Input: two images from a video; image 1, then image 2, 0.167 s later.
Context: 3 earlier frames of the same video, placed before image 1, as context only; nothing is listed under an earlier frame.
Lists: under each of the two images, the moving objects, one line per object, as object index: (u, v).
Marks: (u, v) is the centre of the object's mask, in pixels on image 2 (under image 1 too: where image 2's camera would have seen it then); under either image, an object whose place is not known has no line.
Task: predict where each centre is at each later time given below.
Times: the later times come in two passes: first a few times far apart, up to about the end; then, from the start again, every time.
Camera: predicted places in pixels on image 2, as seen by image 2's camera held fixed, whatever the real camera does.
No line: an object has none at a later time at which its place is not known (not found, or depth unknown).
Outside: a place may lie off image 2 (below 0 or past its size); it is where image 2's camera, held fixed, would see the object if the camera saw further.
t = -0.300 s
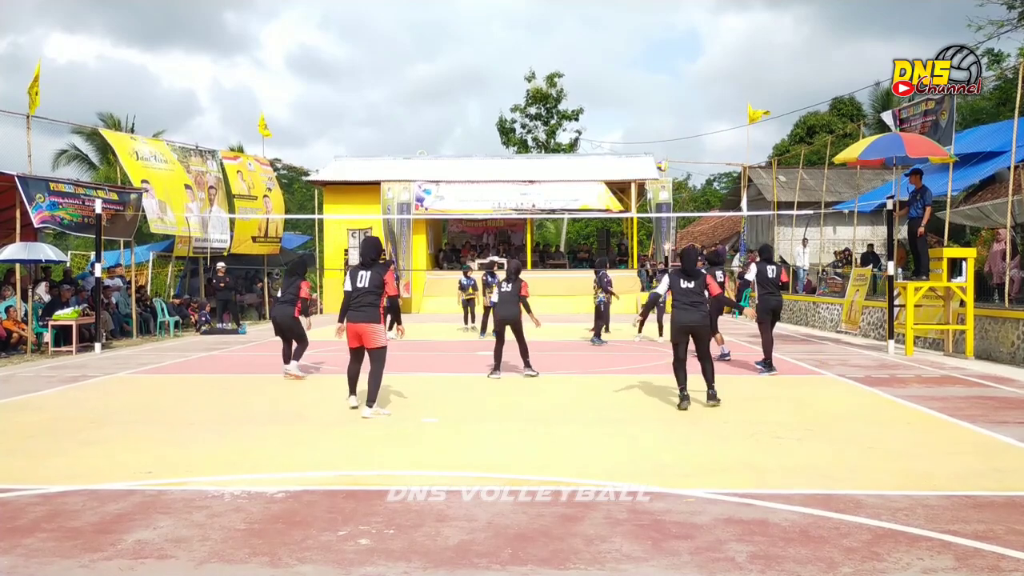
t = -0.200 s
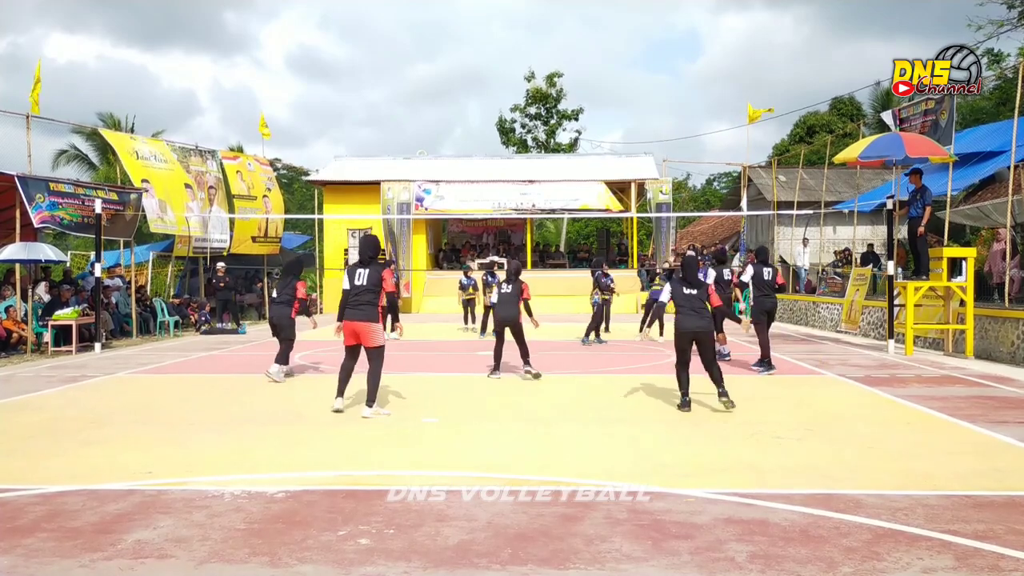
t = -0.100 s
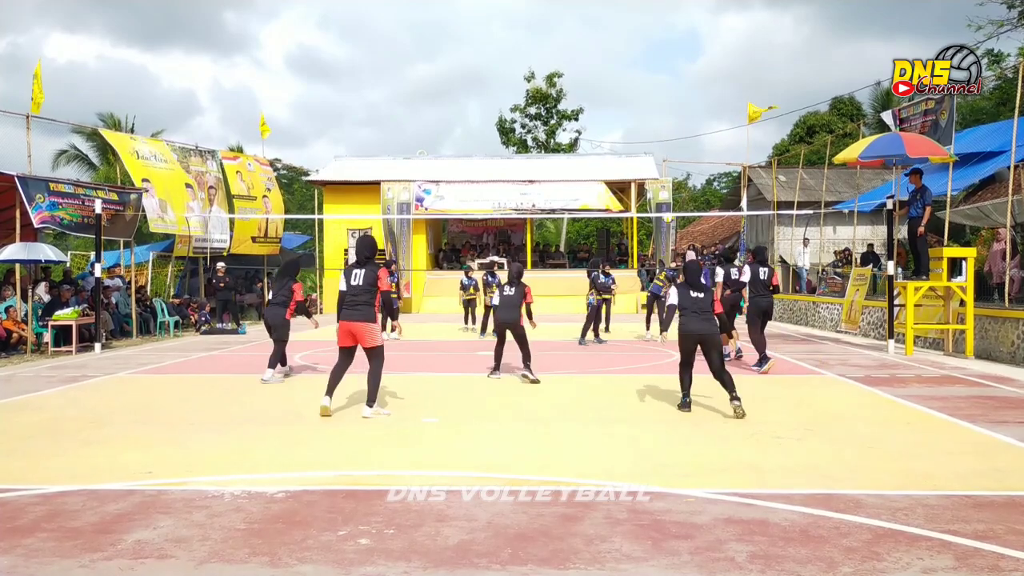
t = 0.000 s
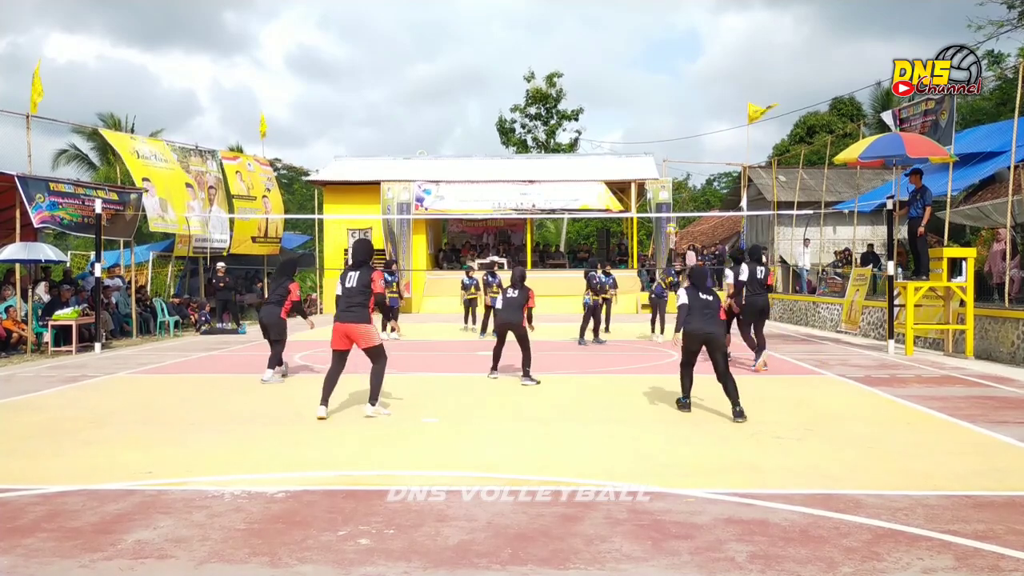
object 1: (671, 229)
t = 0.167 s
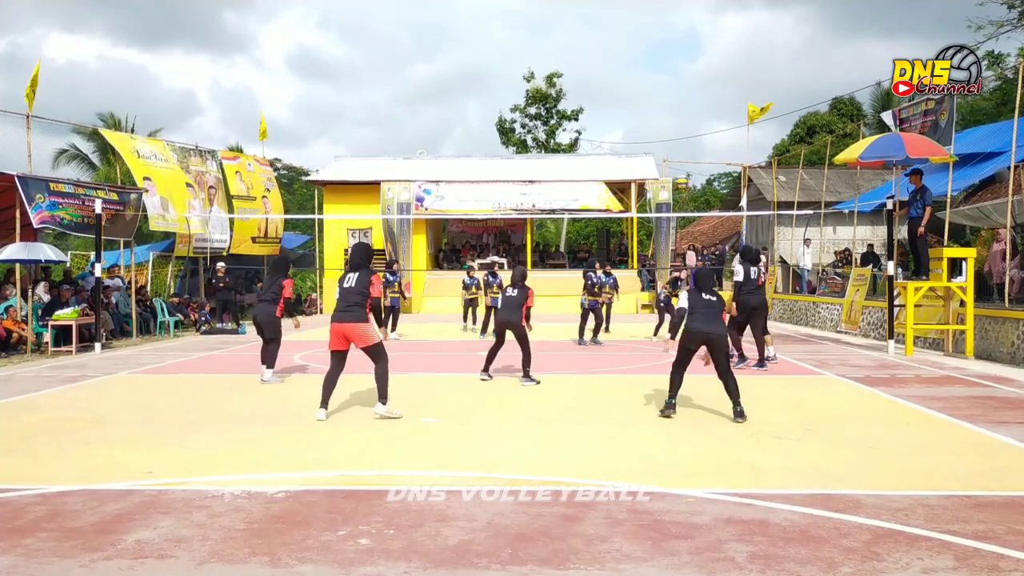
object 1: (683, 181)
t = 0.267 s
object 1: (689, 157)
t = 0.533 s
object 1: (716, 114)
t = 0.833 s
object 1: (771, 131)
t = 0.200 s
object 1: (684, 173)
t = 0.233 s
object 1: (687, 165)
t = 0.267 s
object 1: (689, 157)
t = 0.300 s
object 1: (691, 149)
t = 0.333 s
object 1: (694, 142)
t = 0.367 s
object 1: (698, 137)
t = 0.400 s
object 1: (701, 131)
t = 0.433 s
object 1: (704, 125)
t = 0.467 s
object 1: (708, 121)
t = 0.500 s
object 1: (712, 117)
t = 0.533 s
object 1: (716, 114)
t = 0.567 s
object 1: (720, 111)
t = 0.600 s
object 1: (725, 109)
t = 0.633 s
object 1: (730, 109)
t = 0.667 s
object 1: (736, 109)
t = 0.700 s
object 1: (742, 111)
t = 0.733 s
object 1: (749, 113)
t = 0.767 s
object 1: (755, 117)
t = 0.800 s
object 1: (763, 124)
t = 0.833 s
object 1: (771, 131)
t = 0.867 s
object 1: (779, 141)
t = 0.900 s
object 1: (788, 152)
